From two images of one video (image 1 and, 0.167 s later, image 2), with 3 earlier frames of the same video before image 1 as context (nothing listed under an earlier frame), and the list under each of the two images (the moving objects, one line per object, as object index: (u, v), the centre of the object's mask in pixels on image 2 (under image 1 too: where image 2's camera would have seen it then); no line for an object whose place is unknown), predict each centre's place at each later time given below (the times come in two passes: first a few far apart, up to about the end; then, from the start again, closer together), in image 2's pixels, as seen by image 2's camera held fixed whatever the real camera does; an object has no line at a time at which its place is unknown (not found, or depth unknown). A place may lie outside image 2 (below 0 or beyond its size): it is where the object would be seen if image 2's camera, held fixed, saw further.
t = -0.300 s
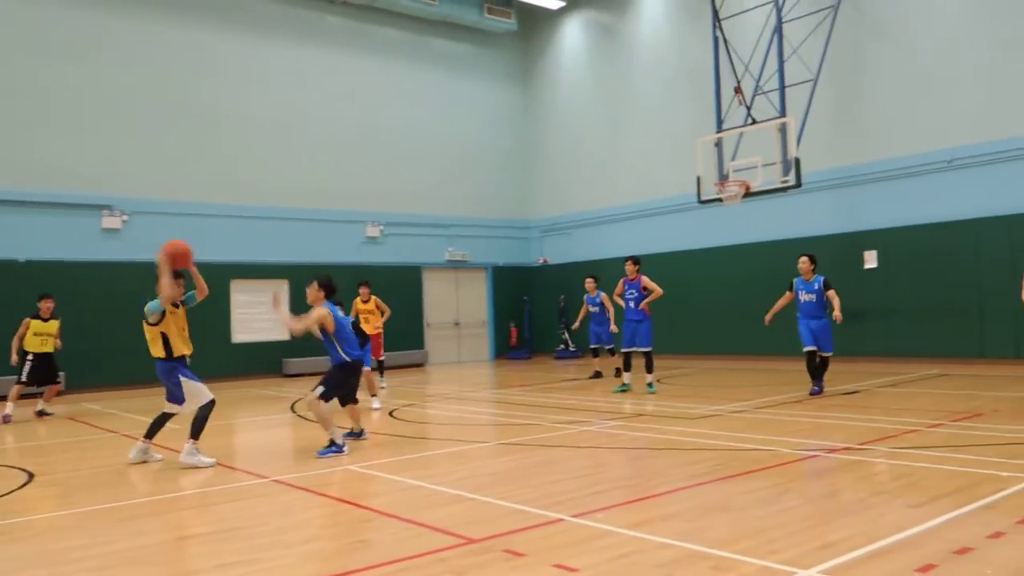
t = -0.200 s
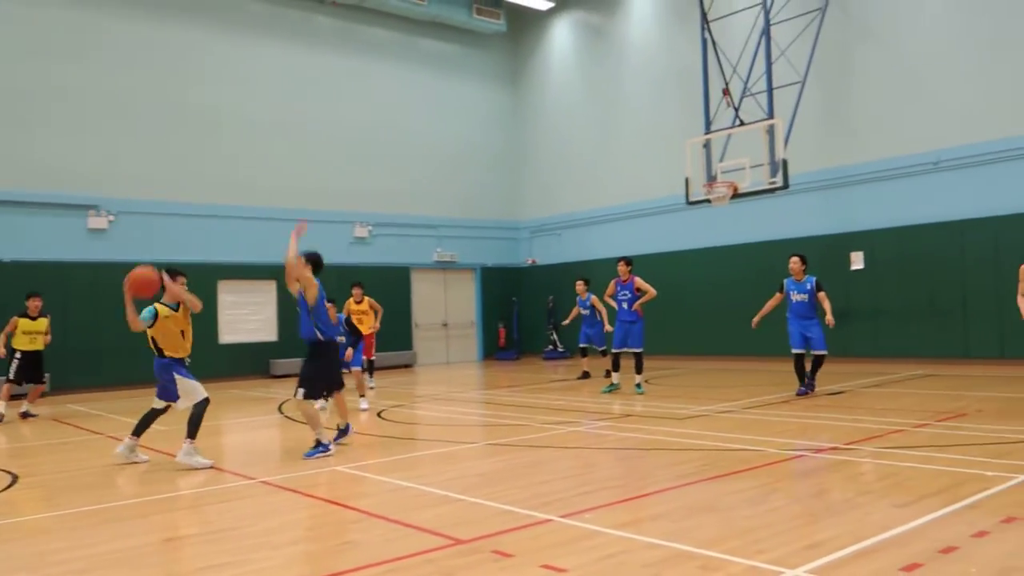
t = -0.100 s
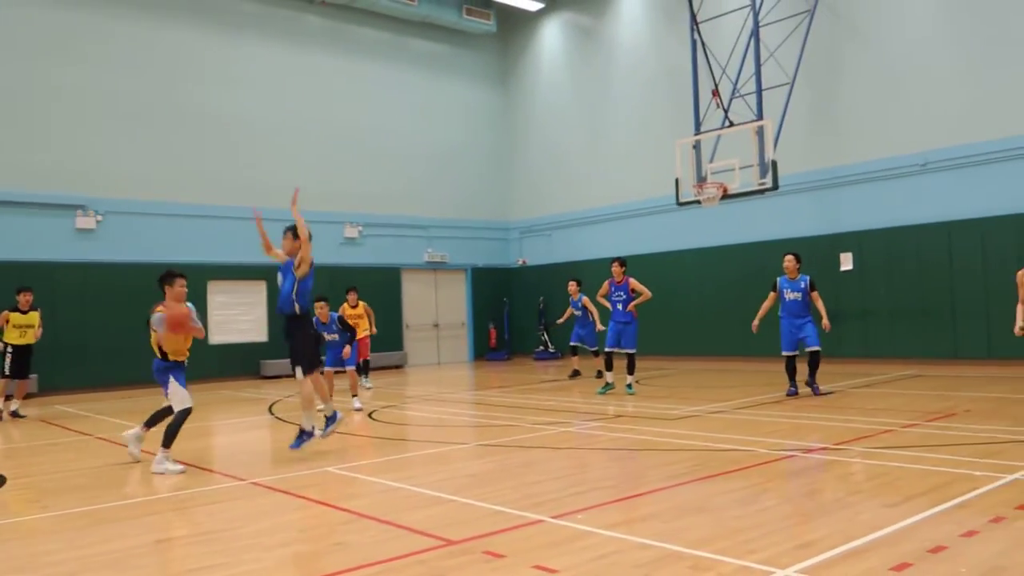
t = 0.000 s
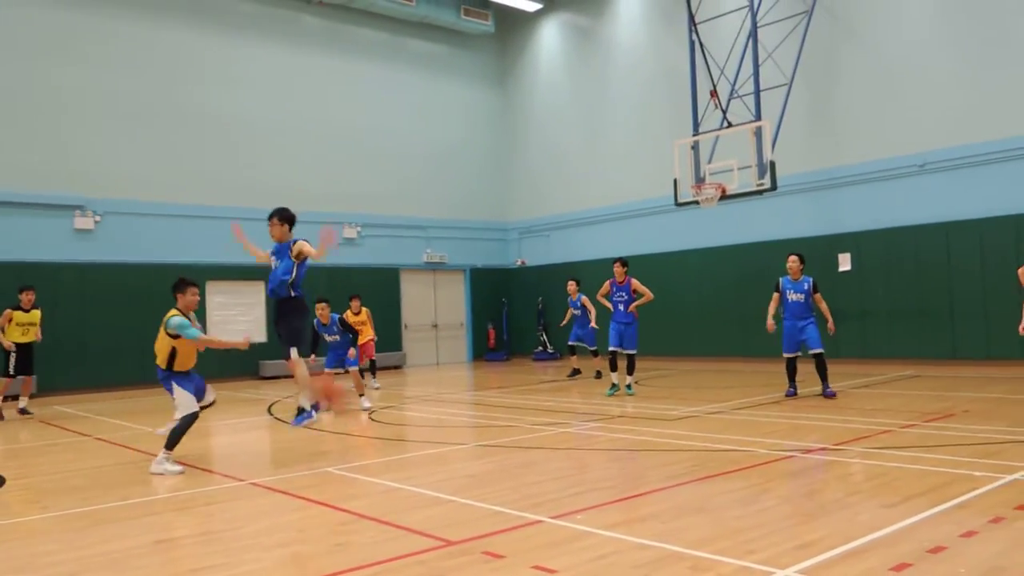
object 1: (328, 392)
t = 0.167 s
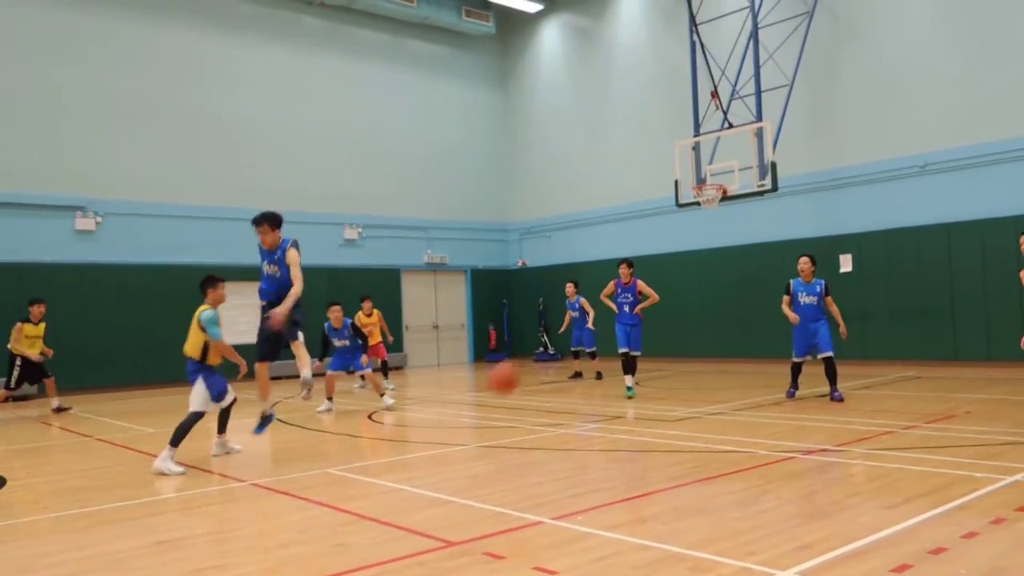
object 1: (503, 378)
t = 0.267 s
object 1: (572, 319)
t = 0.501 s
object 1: (727, 230)
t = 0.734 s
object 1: (873, 214)
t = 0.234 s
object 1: (548, 336)
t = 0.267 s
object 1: (572, 319)
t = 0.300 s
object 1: (596, 299)
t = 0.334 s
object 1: (618, 284)
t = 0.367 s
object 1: (641, 270)
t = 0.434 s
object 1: (684, 249)
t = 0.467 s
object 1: (706, 239)
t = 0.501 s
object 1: (727, 230)
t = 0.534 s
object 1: (749, 223)
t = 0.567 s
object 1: (770, 219)
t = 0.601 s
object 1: (791, 215)
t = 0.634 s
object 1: (811, 213)
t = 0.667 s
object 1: (832, 212)
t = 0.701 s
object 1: (853, 213)
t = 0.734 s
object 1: (873, 214)
